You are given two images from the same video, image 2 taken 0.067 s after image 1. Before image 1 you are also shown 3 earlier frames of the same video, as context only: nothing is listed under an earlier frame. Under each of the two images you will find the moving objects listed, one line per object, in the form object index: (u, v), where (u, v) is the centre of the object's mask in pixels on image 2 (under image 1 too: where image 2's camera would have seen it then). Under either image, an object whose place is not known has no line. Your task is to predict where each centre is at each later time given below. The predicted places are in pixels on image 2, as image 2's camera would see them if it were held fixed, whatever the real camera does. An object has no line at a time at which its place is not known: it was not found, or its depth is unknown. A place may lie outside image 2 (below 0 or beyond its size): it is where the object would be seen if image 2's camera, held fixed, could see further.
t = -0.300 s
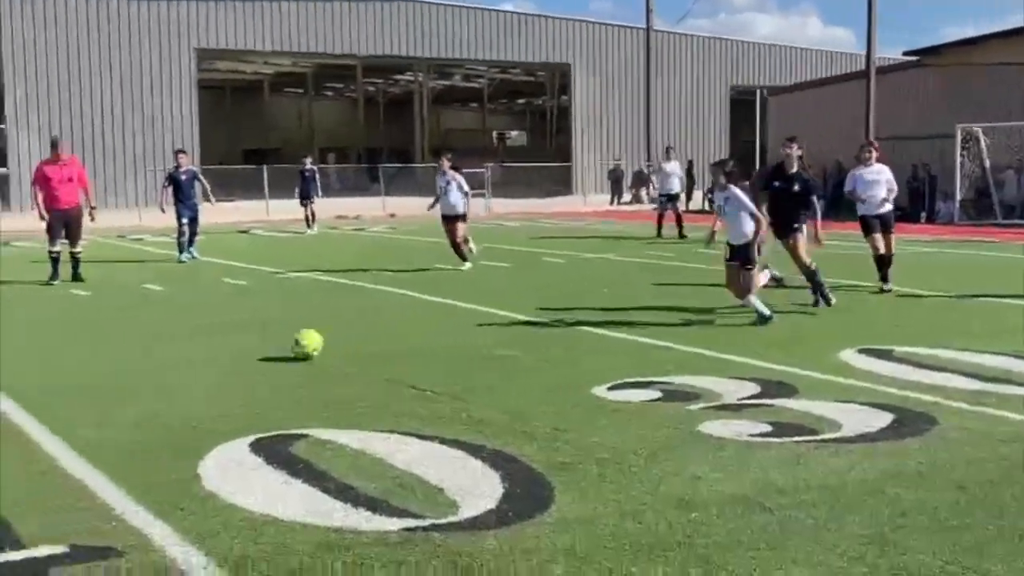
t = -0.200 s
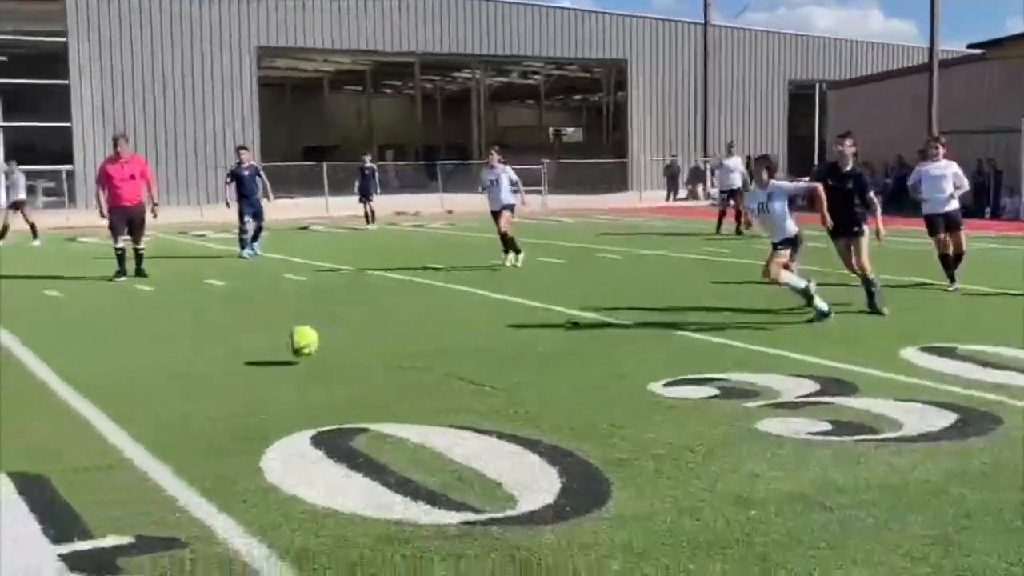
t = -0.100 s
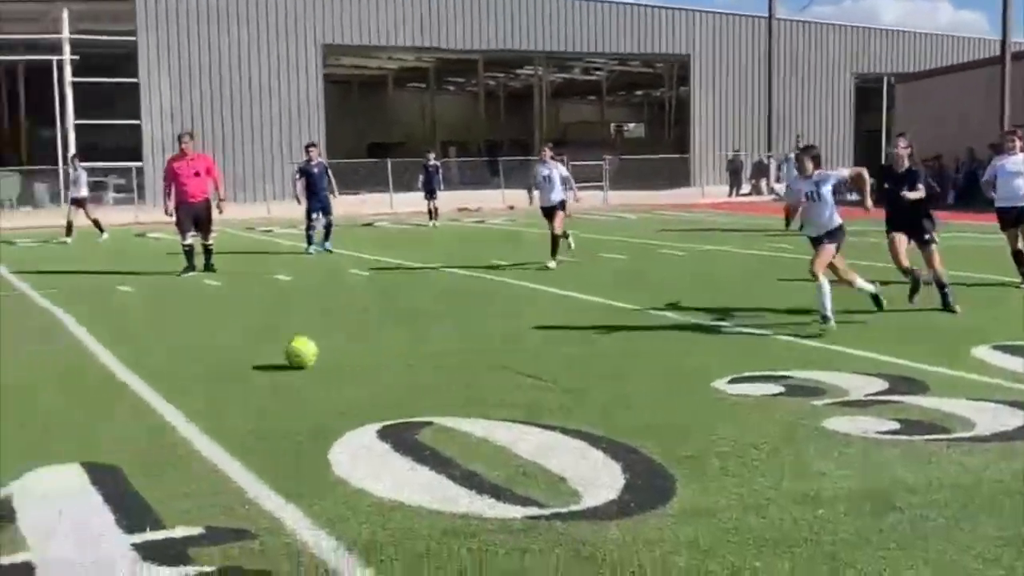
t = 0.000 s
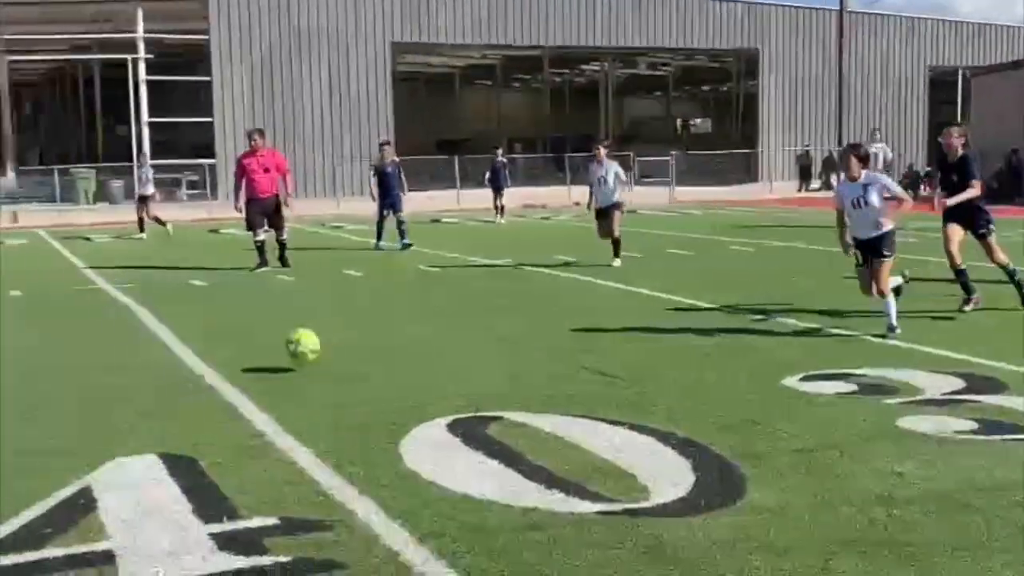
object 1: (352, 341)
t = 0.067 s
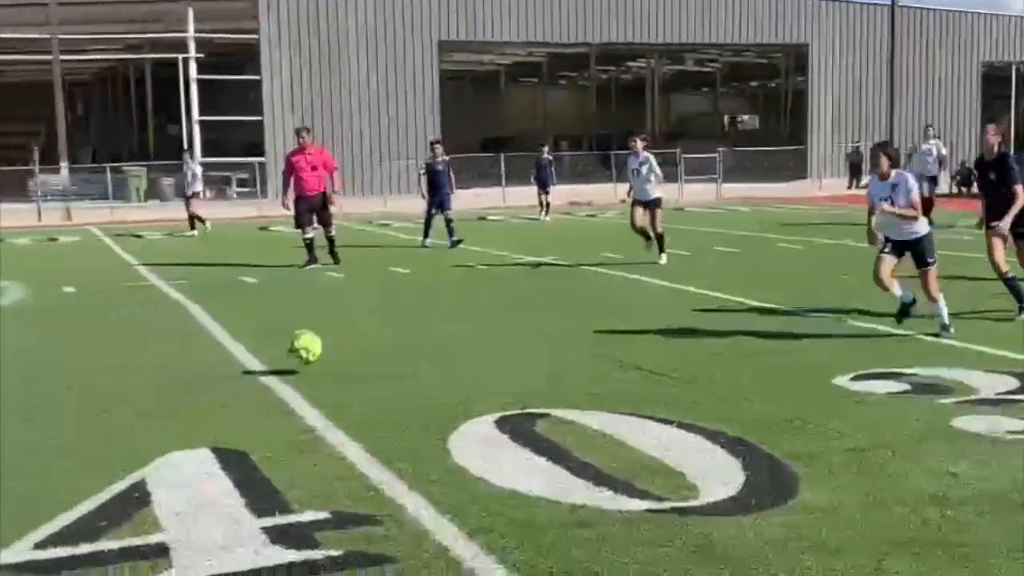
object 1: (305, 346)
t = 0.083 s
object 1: (295, 348)
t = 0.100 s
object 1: (281, 350)
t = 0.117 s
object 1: (267, 355)
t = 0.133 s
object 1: (255, 358)
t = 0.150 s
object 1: (242, 364)
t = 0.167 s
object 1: (231, 367)
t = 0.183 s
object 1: (218, 367)
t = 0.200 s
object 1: (205, 365)
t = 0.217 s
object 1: (188, 365)
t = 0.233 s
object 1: (175, 364)
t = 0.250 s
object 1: (162, 363)
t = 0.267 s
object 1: (150, 362)
